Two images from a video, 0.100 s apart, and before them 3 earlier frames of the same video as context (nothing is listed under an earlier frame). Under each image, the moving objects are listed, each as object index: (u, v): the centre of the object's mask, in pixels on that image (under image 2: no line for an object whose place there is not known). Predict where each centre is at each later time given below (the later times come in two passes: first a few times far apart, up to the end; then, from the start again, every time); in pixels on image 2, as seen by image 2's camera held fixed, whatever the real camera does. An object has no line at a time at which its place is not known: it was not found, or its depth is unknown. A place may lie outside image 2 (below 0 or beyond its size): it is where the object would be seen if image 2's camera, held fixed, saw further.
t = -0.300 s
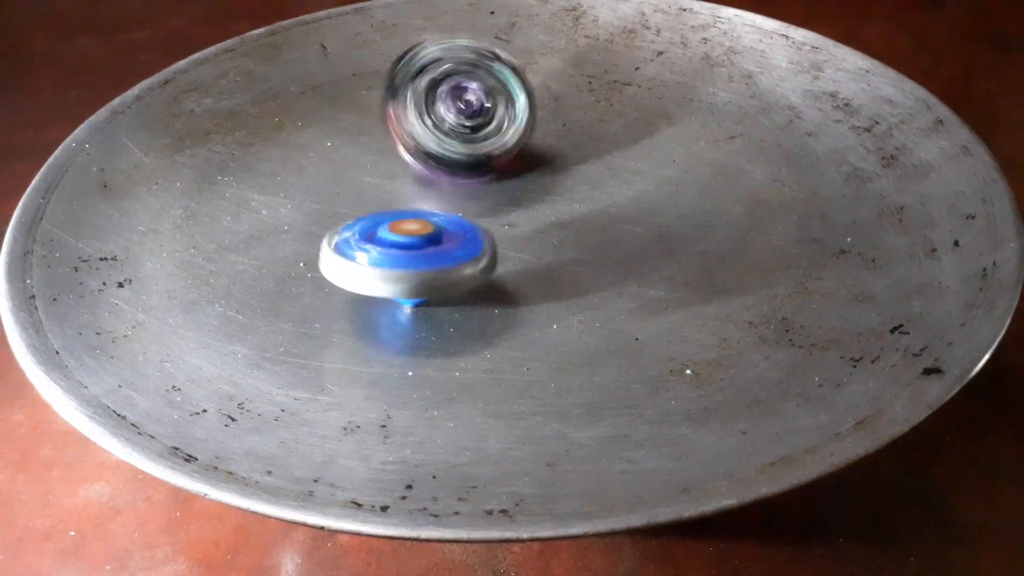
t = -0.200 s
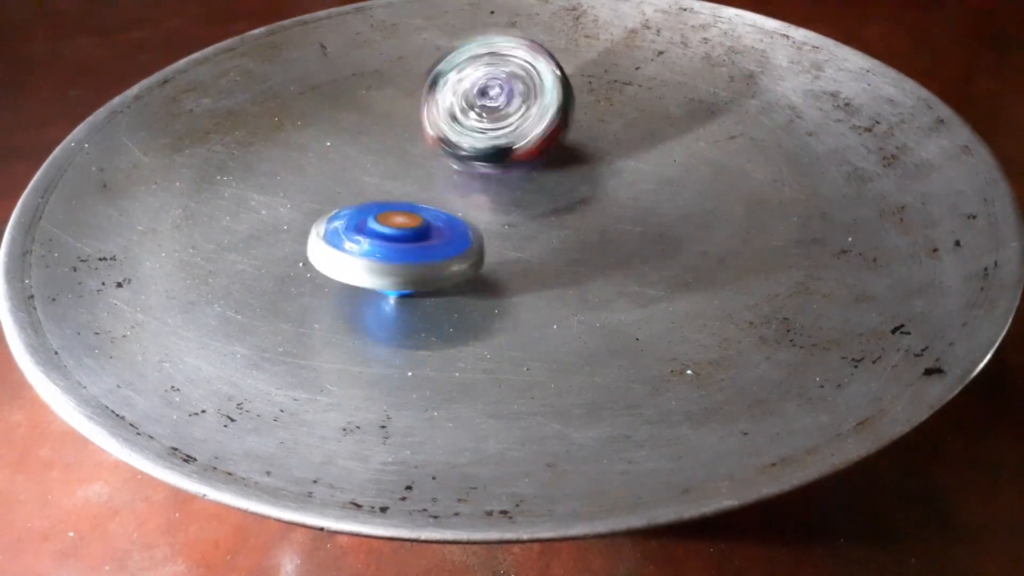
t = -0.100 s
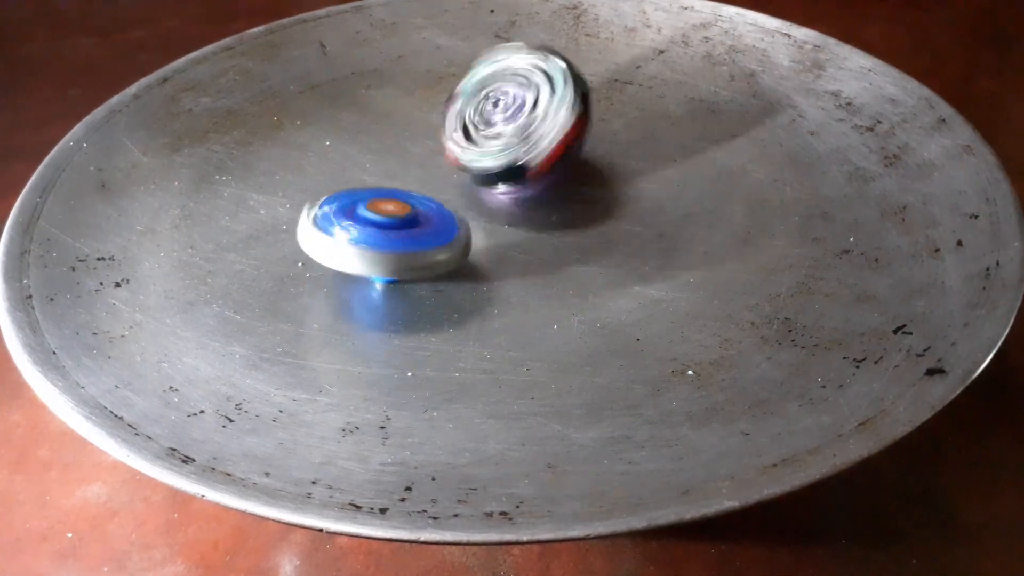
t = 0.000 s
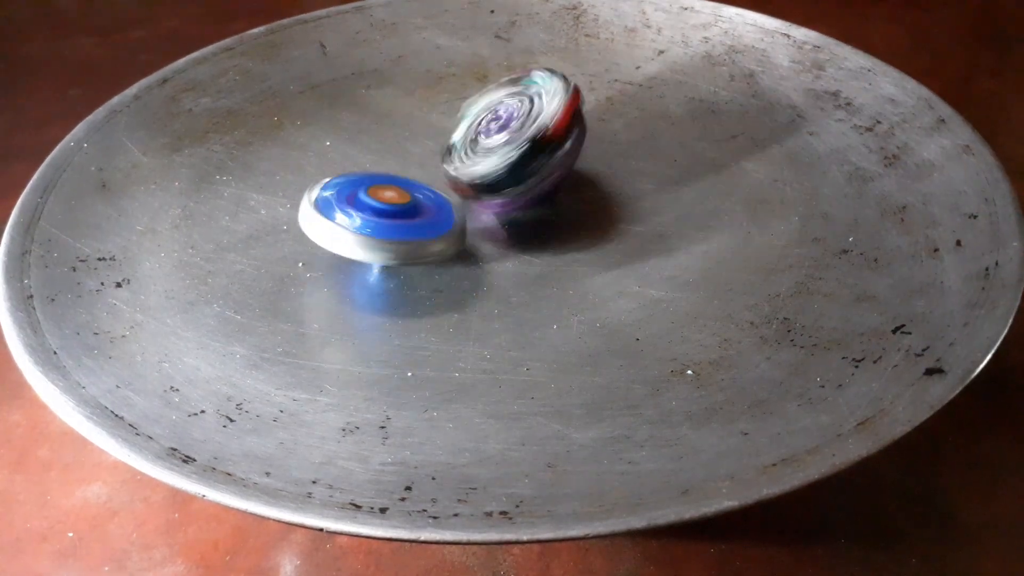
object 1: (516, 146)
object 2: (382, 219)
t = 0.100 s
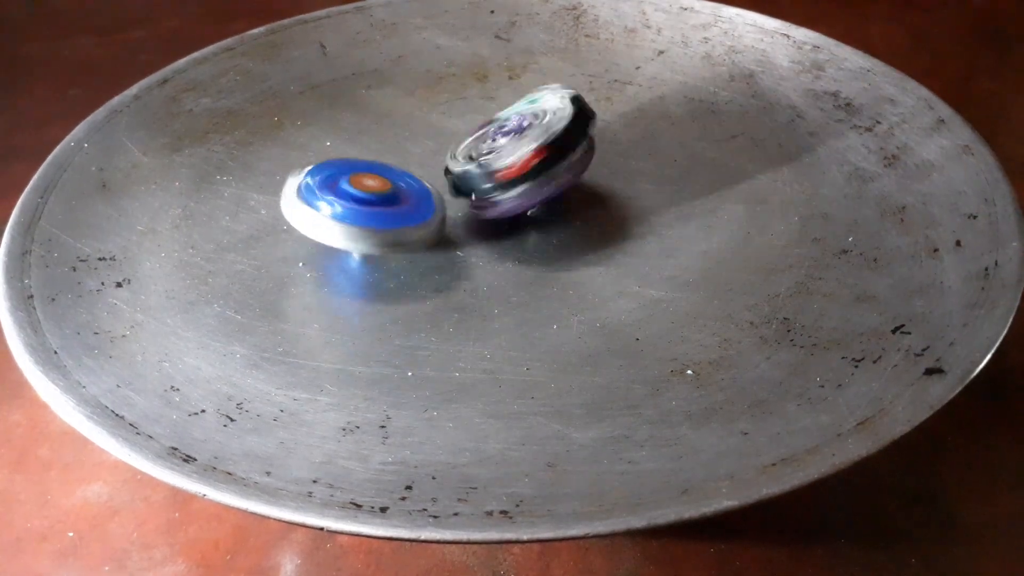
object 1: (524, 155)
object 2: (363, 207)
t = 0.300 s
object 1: (538, 170)
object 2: (352, 174)
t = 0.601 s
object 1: (527, 162)
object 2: (395, 140)
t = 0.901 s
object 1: (509, 175)
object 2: (447, 108)
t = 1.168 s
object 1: (507, 176)
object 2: (550, 100)
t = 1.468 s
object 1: (516, 189)
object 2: (597, 114)
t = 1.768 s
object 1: (483, 197)
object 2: (583, 144)
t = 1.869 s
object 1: (483, 207)
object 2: (576, 148)
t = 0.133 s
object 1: (522, 161)
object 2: (360, 202)
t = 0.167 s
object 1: (517, 164)
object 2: (356, 197)
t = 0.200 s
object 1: (522, 167)
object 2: (349, 191)
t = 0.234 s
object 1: (526, 170)
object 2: (347, 185)
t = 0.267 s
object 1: (530, 172)
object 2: (348, 179)
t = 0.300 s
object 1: (538, 170)
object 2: (352, 174)
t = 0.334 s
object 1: (544, 171)
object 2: (356, 169)
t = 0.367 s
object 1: (544, 169)
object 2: (362, 165)
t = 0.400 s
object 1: (542, 165)
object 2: (366, 161)
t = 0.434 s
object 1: (538, 162)
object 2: (372, 157)
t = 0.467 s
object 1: (533, 160)
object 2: (378, 154)
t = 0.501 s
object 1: (527, 157)
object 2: (382, 151)
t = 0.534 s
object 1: (523, 158)
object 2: (387, 148)
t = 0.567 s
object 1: (525, 161)
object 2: (390, 144)
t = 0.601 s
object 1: (527, 162)
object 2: (395, 140)
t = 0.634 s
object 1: (527, 164)
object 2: (399, 136)
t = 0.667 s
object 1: (526, 167)
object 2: (405, 133)
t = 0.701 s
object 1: (525, 170)
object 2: (411, 131)
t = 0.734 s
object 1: (521, 174)
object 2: (416, 128)
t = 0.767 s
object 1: (511, 175)
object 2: (419, 124)
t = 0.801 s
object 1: (505, 175)
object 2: (422, 117)
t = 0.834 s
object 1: (501, 175)
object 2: (429, 112)
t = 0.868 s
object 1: (504, 175)
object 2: (437, 110)
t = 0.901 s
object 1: (509, 175)
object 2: (447, 108)
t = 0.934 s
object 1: (515, 173)
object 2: (456, 106)
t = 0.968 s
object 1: (519, 173)
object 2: (465, 104)
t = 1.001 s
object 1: (520, 173)
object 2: (477, 99)
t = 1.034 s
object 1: (519, 174)
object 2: (492, 95)
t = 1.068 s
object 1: (516, 175)
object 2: (507, 92)
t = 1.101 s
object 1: (512, 176)
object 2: (523, 93)
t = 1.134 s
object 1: (508, 177)
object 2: (538, 95)
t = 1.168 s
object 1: (507, 176)
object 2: (550, 100)
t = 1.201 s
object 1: (505, 177)
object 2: (561, 103)
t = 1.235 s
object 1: (506, 178)
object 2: (567, 106)
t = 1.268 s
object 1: (508, 179)
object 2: (573, 107)
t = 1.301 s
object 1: (507, 181)
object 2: (579, 108)
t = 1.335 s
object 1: (513, 181)
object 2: (585, 110)
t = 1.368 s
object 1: (518, 183)
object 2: (591, 113)
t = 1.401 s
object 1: (519, 185)
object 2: (595, 113)
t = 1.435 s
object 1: (516, 188)
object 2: (596, 114)
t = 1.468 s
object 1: (516, 189)
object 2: (597, 114)
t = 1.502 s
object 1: (517, 190)
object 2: (598, 116)
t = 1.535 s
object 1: (519, 190)
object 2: (599, 120)
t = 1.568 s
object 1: (519, 191)
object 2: (599, 125)
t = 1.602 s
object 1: (511, 193)
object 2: (597, 128)
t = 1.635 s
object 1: (504, 193)
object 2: (593, 131)
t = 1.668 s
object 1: (493, 193)
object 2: (592, 136)
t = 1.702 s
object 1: (490, 194)
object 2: (590, 140)
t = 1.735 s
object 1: (488, 195)
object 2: (586, 141)
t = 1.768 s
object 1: (483, 197)
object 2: (583, 144)
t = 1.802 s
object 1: (481, 203)
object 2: (580, 145)
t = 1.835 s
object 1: (484, 206)
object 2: (578, 148)
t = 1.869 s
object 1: (483, 207)
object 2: (576, 148)
